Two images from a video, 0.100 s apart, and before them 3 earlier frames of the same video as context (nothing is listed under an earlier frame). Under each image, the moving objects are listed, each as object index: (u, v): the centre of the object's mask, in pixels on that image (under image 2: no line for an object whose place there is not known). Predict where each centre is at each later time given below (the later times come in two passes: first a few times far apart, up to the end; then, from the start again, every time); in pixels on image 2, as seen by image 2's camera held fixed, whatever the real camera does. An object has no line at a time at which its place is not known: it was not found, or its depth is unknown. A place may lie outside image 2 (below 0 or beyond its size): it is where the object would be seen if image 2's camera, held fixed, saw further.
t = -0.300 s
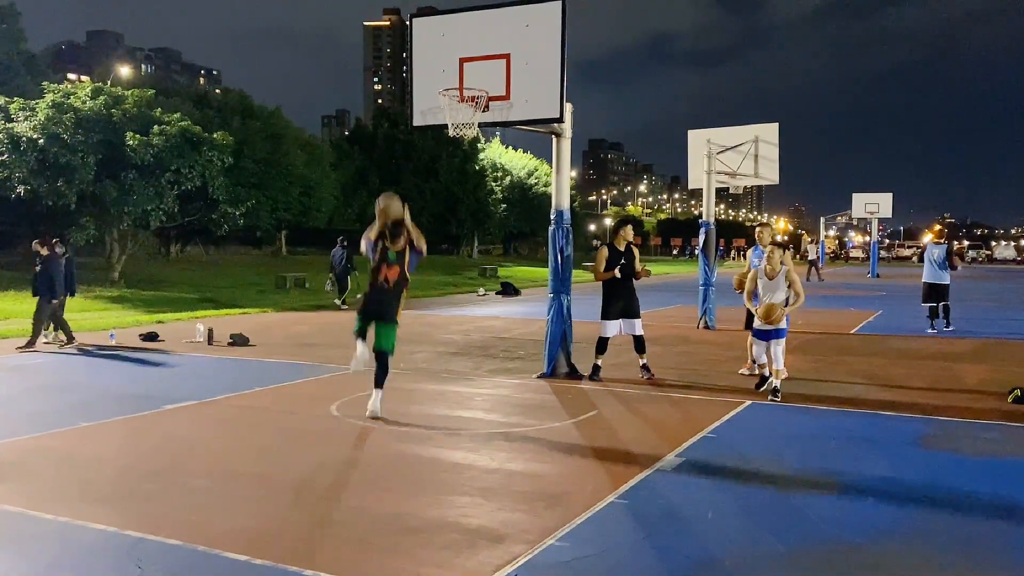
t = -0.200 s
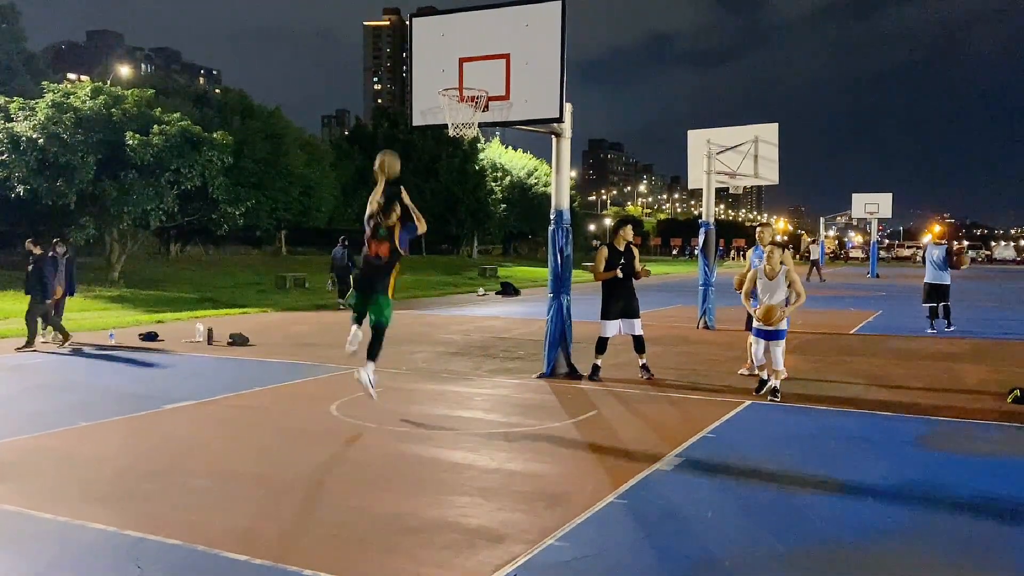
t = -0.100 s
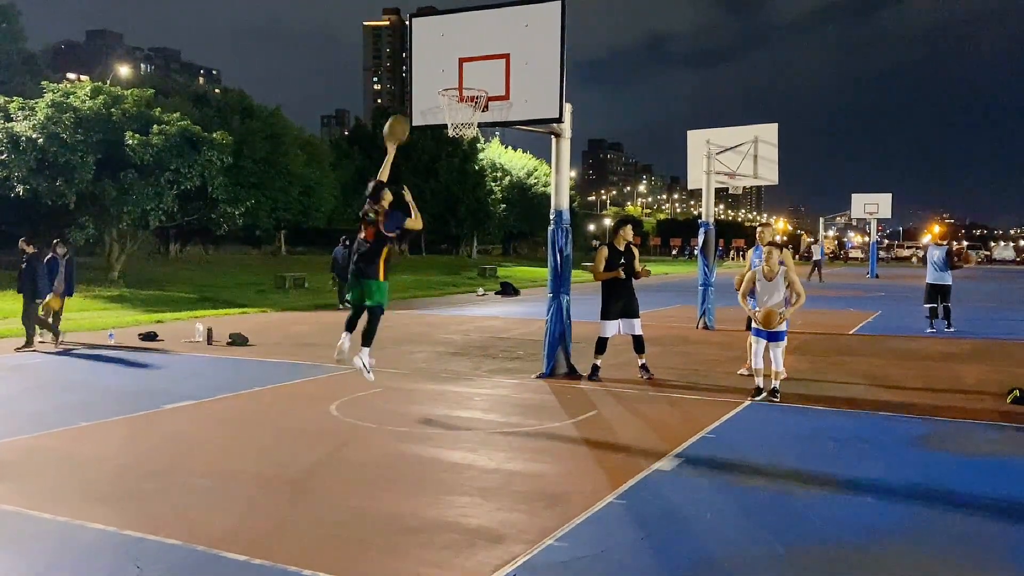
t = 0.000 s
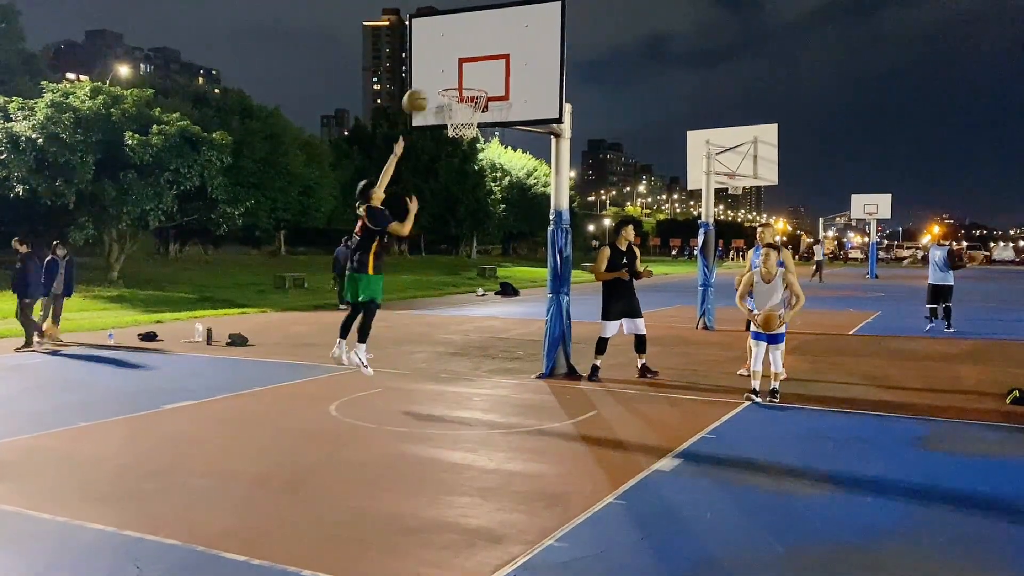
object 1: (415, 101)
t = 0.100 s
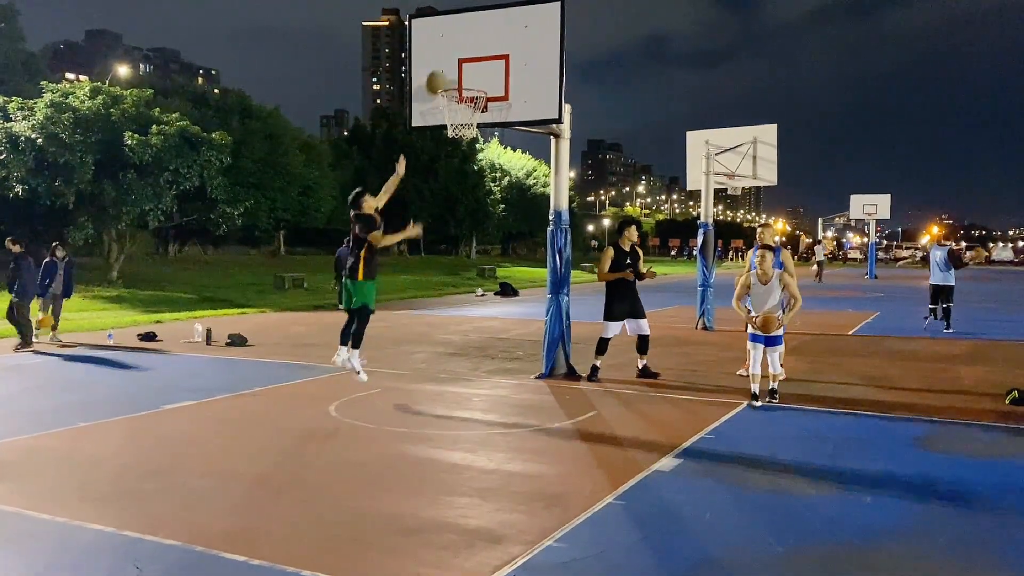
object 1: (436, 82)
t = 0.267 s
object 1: (453, 71)
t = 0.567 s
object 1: (450, 113)
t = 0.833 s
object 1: (453, 200)
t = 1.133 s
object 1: (451, 385)
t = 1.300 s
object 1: (449, 334)
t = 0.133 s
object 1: (442, 78)
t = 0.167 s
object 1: (448, 76)
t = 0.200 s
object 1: (453, 74)
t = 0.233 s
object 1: (454, 72)
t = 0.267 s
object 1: (453, 71)
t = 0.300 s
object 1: (453, 72)
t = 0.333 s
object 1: (453, 73)
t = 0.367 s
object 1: (453, 76)
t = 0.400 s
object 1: (453, 80)
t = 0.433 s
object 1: (453, 86)
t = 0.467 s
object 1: (453, 91)
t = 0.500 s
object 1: (452, 98)
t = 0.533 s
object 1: (452, 105)
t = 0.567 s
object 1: (450, 113)
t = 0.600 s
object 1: (452, 124)
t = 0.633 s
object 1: (453, 132)
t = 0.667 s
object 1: (453, 139)
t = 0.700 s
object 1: (453, 148)
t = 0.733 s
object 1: (453, 159)
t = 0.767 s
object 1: (453, 172)
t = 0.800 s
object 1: (453, 186)
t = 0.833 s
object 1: (453, 200)
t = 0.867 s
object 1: (453, 216)
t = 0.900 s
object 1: (453, 233)
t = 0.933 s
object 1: (453, 251)
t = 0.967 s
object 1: (453, 269)
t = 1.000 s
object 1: (452, 290)
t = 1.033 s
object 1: (452, 311)
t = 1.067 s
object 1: (451, 336)
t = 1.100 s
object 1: (451, 359)
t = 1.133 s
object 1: (451, 385)
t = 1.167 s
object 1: (452, 402)
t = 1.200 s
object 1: (451, 384)
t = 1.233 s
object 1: (450, 366)
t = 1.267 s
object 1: (447, 348)
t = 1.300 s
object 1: (449, 334)
